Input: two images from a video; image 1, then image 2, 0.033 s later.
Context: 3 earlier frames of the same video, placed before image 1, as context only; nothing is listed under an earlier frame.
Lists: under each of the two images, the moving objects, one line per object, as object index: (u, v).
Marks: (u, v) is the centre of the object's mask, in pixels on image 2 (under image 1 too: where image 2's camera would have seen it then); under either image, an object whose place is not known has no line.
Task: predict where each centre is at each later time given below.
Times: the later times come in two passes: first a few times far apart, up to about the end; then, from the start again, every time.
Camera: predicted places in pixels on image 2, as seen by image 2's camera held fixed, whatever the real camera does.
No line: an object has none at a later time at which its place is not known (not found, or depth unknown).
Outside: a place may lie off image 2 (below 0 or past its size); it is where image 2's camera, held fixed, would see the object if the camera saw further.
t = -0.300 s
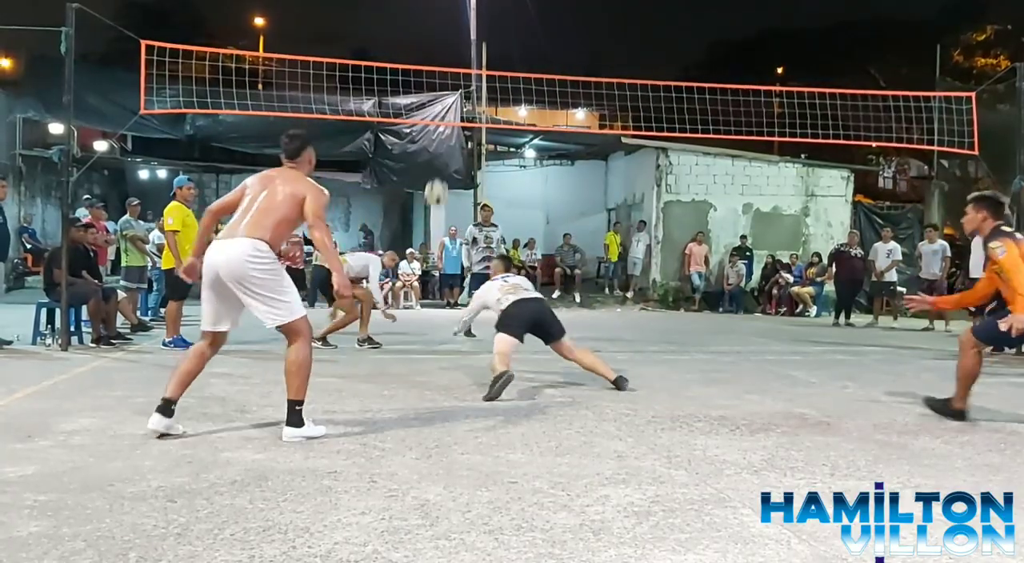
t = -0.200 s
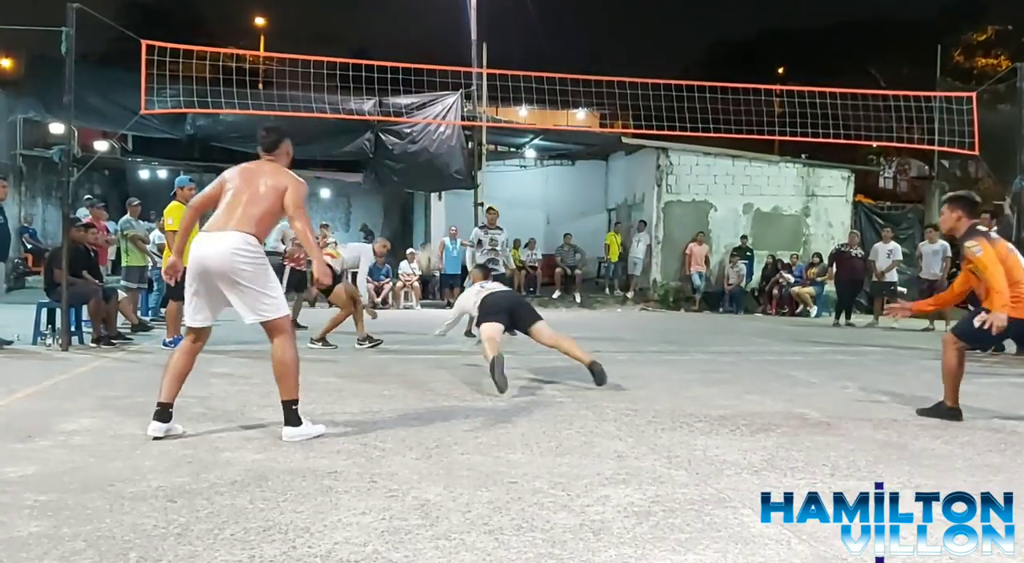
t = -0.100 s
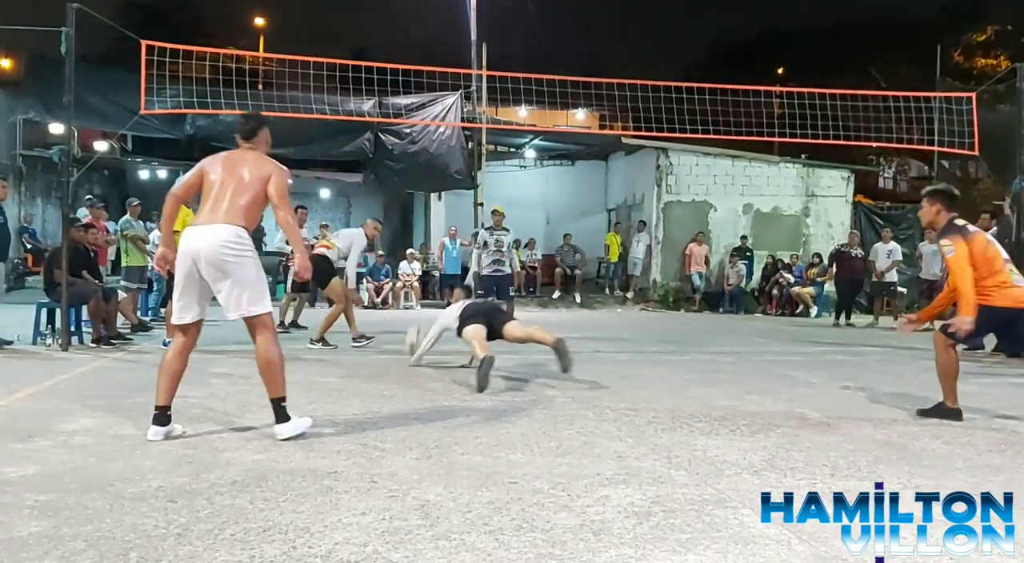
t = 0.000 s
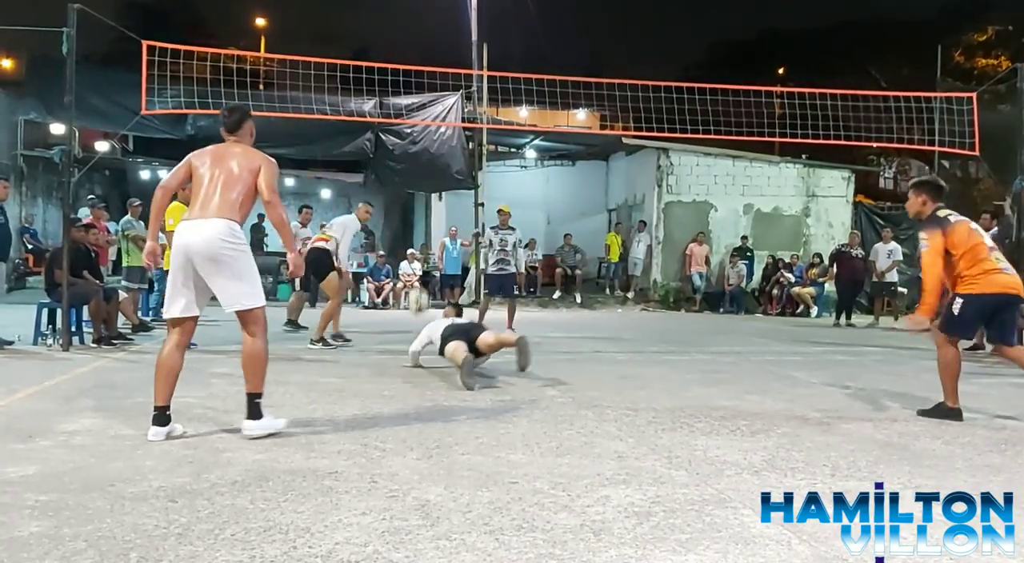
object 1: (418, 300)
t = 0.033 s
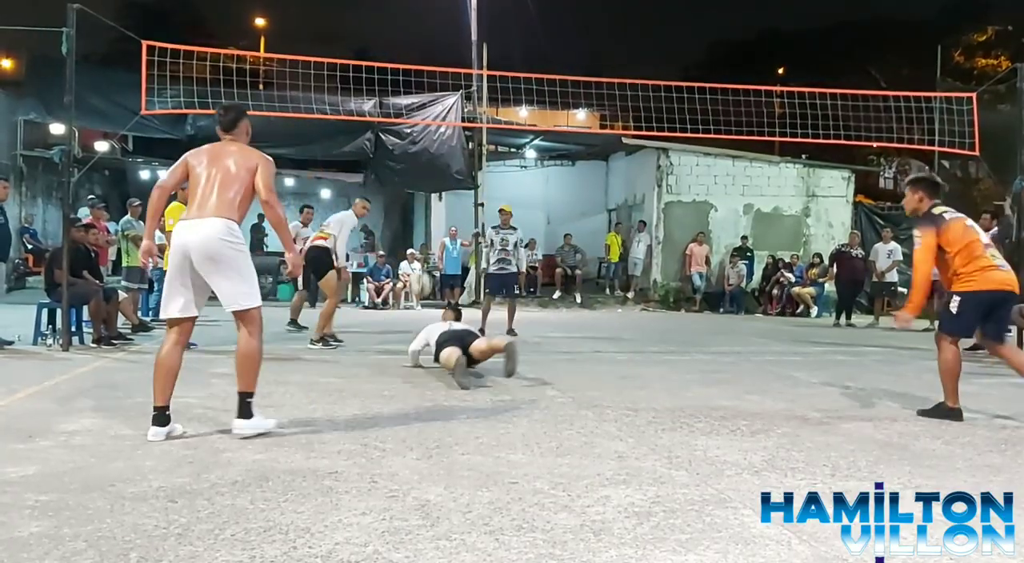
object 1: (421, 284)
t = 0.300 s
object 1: (430, 184)
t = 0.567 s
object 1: (438, 166)
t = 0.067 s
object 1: (421, 267)
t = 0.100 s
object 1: (422, 250)
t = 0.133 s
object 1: (422, 238)
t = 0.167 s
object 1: (424, 224)
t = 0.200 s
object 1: (426, 212)
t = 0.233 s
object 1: (428, 201)
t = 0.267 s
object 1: (429, 192)
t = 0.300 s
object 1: (430, 184)
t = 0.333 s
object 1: (431, 179)
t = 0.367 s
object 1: (432, 173)
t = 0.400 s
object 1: (433, 169)
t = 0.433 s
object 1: (434, 166)
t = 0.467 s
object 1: (435, 164)
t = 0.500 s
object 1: (437, 164)
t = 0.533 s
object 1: (438, 164)
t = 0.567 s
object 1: (438, 166)
